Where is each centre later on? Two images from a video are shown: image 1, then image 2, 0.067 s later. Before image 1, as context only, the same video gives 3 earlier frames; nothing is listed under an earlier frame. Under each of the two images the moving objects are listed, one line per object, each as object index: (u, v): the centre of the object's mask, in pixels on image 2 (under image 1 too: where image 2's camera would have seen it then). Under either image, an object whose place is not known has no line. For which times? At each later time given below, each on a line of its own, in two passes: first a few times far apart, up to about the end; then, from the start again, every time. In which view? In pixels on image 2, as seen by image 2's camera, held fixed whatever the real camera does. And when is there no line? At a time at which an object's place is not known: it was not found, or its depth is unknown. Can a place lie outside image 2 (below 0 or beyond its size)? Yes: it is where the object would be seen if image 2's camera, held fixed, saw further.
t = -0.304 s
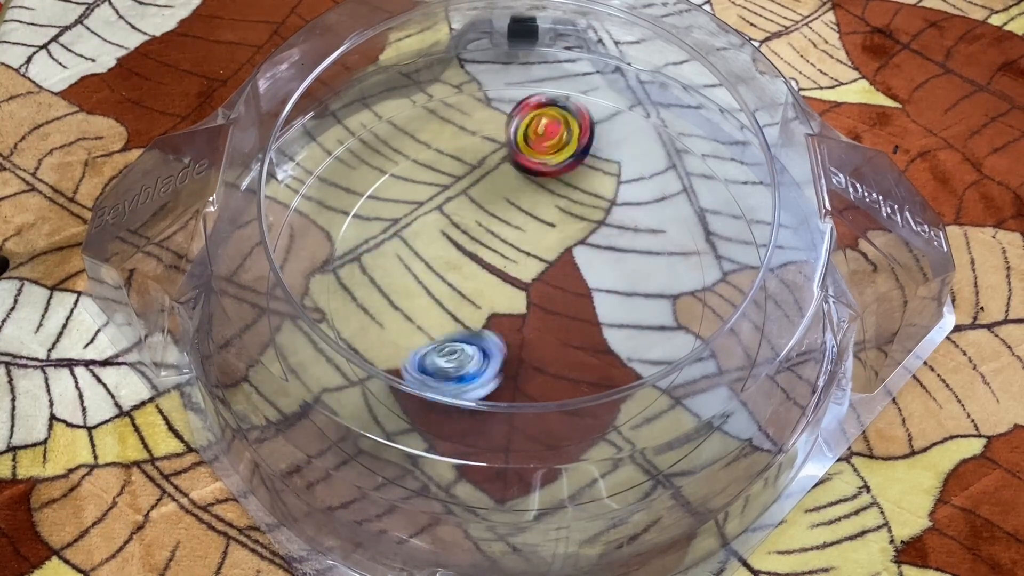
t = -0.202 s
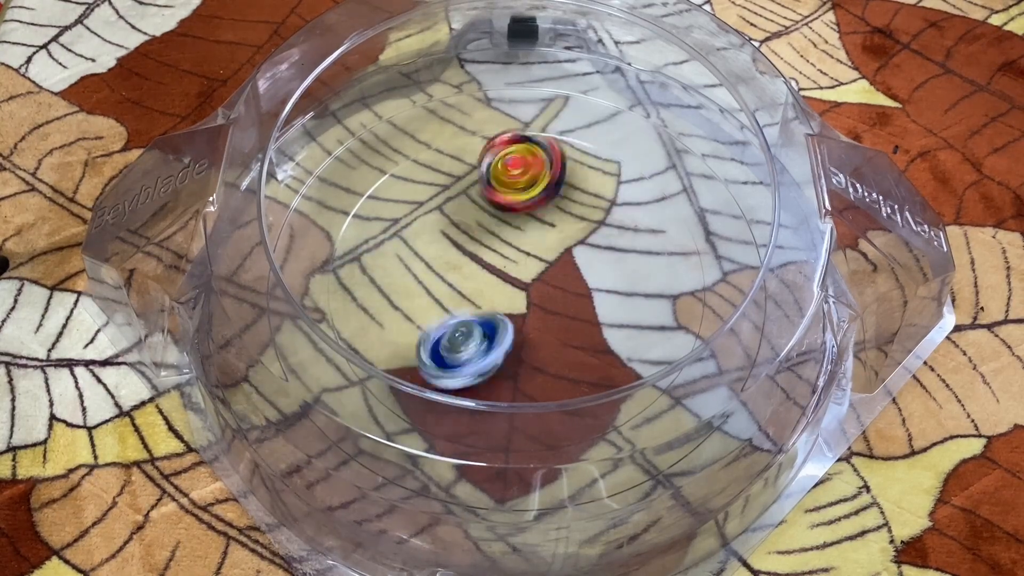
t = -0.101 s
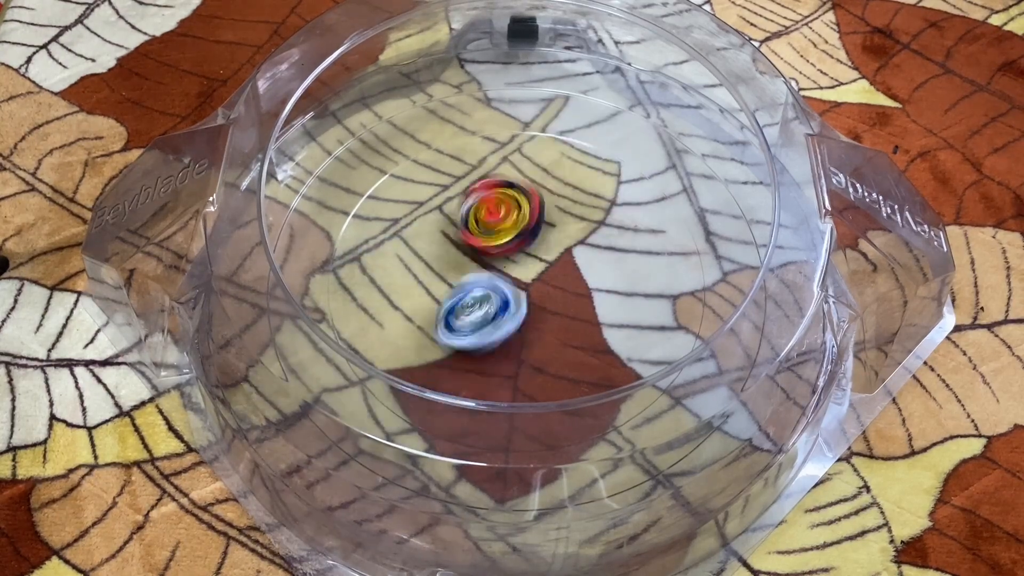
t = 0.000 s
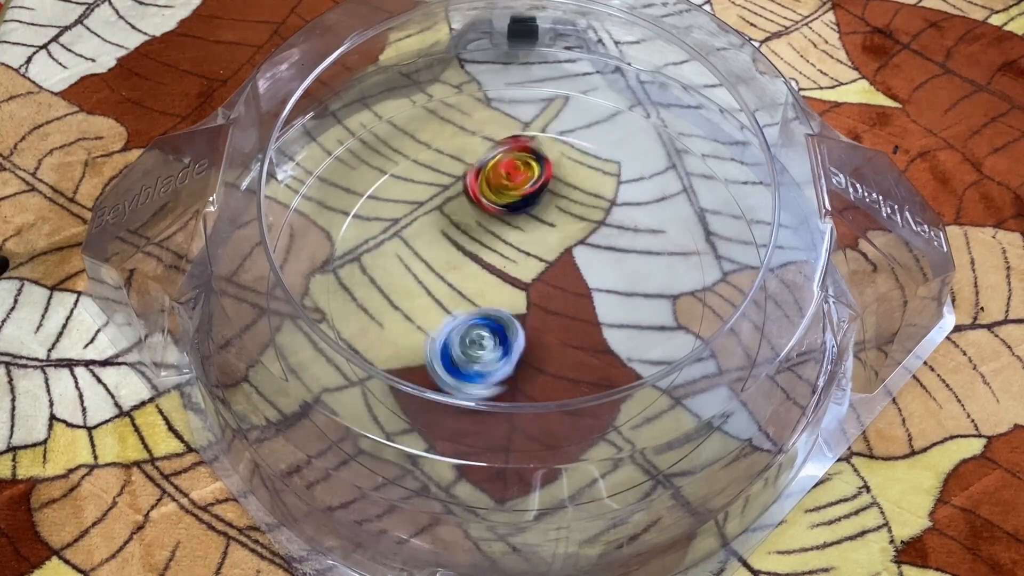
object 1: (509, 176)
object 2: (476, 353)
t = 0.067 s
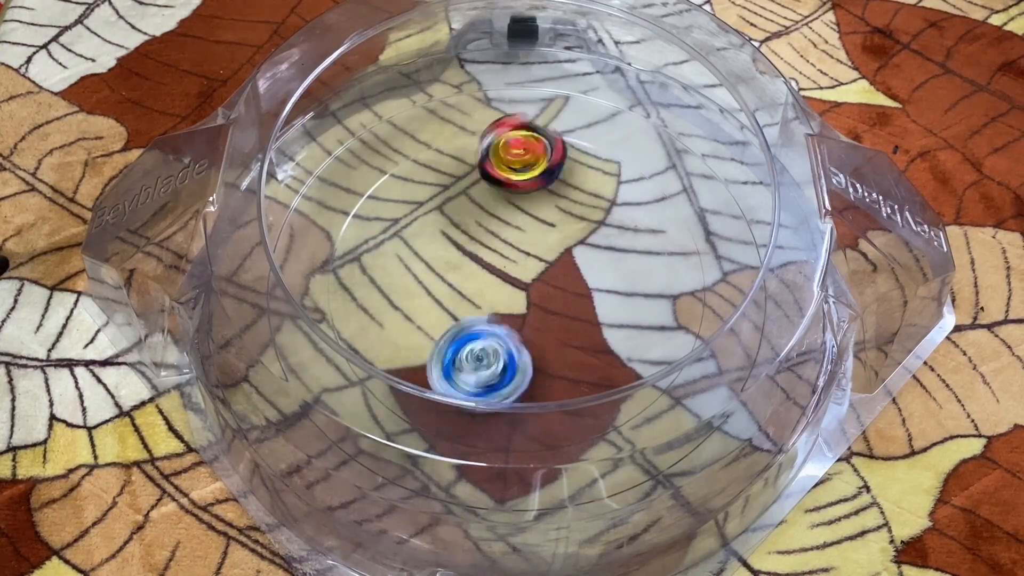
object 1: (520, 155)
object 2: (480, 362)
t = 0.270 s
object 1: (490, 189)
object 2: (474, 340)
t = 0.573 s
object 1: (481, 241)
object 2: (479, 333)
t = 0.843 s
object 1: (501, 247)
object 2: (490, 330)
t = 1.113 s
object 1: (531, 220)
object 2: (503, 314)
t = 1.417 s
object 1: (571, 226)
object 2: (479, 315)
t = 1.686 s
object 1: (573, 238)
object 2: (510, 321)
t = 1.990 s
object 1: (539, 234)
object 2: (510, 316)
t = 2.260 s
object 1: (482, 247)
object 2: (507, 318)
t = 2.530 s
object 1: (485, 246)
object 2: (525, 308)
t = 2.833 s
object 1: (487, 247)
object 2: (526, 308)
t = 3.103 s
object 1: (489, 249)
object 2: (519, 309)
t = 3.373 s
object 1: (489, 250)
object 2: (521, 309)
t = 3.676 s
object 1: (489, 250)
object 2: (521, 309)
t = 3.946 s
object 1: (489, 250)
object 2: (521, 309)
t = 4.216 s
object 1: (489, 250)
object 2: (521, 309)
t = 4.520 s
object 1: (489, 250)
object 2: (521, 309)
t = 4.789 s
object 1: (489, 250)
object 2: (521, 309)
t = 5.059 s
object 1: (489, 250)
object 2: (521, 309)
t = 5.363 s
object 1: (489, 250)
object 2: (521, 309)
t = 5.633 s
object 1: (489, 250)
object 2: (521, 309)
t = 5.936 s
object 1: (489, 250)
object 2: (521, 309)
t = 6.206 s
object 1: (489, 250)
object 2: (521, 309)
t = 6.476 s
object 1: (489, 250)
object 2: (521, 309)
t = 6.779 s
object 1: (489, 250)
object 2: (521, 309)
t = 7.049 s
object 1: (489, 250)
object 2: (521, 309)
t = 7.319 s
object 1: (489, 250)
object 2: (521, 309)
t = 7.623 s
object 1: (489, 250)
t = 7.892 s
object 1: (489, 250)
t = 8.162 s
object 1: (489, 250)
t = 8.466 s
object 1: (489, 250)
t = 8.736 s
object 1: (489, 250)
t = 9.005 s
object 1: (489, 250)
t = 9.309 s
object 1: (489, 250)
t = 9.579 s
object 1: (489, 250)
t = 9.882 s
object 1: (489, 250)
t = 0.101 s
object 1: (520, 154)
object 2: (486, 361)
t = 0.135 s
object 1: (517, 157)
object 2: (484, 361)
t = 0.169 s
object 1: (512, 163)
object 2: (477, 356)
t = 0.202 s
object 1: (503, 171)
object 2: (475, 349)
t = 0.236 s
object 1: (495, 180)
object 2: (476, 343)
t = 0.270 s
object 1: (490, 189)
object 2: (474, 340)
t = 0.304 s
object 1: (483, 200)
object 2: (470, 336)
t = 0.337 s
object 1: (478, 210)
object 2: (468, 329)
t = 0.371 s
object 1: (475, 221)
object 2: (468, 323)
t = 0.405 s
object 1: (470, 231)
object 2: (468, 319)
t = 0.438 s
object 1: (471, 234)
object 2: (469, 323)
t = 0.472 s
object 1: (471, 238)
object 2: (466, 321)
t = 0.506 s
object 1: (474, 238)
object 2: (469, 326)
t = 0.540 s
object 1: (478, 240)
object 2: (475, 330)
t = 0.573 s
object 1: (481, 241)
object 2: (479, 333)
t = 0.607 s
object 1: (482, 247)
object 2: (478, 333)
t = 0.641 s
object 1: (483, 247)
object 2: (477, 334)
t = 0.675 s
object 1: (482, 246)
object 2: (481, 337)
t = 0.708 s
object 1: (485, 246)
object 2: (487, 338)
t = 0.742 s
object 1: (486, 245)
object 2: (485, 335)
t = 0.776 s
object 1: (490, 246)
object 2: (485, 334)
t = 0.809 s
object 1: (495, 247)
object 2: (491, 331)
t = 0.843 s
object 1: (501, 247)
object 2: (490, 330)
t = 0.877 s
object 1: (510, 241)
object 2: (489, 332)
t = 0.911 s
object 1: (517, 231)
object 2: (498, 336)
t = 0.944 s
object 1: (521, 226)
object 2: (498, 339)
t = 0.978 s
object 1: (525, 223)
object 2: (500, 334)
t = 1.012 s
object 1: (526, 220)
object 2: (504, 330)
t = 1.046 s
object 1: (528, 218)
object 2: (499, 329)
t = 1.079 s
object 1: (529, 218)
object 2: (501, 318)
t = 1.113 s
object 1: (531, 220)
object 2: (503, 314)
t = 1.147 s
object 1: (531, 221)
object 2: (502, 303)
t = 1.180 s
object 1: (536, 221)
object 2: (503, 301)
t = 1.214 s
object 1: (540, 222)
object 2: (500, 304)
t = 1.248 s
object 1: (546, 225)
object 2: (499, 301)
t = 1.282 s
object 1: (552, 229)
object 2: (498, 303)
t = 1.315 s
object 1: (553, 233)
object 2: (497, 305)
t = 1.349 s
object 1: (554, 235)
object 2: (495, 302)
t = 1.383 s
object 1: (558, 233)
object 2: (493, 306)
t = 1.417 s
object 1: (571, 226)
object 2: (479, 315)
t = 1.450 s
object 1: (573, 223)
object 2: (477, 323)
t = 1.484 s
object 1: (576, 219)
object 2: (473, 325)
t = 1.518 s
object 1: (581, 220)
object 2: (481, 329)
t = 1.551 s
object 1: (582, 224)
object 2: (480, 328)
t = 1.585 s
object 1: (582, 228)
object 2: (489, 329)
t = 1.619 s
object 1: (580, 231)
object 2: (491, 327)
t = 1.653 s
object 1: (577, 234)
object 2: (499, 326)
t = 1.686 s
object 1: (573, 238)
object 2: (510, 321)
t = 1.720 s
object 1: (567, 242)
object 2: (514, 319)
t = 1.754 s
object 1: (563, 242)
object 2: (523, 315)
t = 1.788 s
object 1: (564, 238)
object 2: (519, 316)
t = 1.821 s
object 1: (563, 237)
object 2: (519, 318)
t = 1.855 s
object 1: (560, 239)
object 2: (519, 314)
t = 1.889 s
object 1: (554, 239)
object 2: (514, 312)
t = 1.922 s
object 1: (551, 236)
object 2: (511, 316)
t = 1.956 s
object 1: (546, 232)
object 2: (512, 315)
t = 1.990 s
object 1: (539, 234)
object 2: (510, 316)
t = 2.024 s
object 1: (531, 234)
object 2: (511, 316)
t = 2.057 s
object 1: (523, 237)
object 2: (512, 315)
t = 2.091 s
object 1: (514, 237)
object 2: (510, 318)
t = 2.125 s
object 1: (505, 240)
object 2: (507, 321)
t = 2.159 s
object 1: (499, 243)
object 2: (509, 321)
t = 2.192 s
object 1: (491, 244)
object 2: (510, 318)
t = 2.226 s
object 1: (485, 246)
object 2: (508, 318)
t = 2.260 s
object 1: (482, 247)
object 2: (507, 318)
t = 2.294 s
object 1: (482, 247)
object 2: (508, 318)
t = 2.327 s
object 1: (482, 246)
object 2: (510, 316)
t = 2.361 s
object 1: (484, 247)
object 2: (512, 314)
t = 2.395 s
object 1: (483, 245)
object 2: (519, 311)
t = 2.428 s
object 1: (482, 245)
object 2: (521, 310)
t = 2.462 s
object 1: (483, 245)
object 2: (523, 309)
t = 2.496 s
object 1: (484, 245)
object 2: (524, 309)
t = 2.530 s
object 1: (485, 246)
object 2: (525, 308)
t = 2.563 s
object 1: (486, 246)
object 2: (526, 308)
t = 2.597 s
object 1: (487, 247)
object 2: (527, 308)
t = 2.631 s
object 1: (487, 247)
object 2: (527, 308)
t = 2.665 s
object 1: (487, 248)
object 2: (527, 308)
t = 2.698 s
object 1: (487, 248)
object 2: (527, 308)
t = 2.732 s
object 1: (487, 248)
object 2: (527, 308)
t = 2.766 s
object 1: (487, 247)
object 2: (527, 308)
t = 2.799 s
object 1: (487, 248)
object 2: (526, 308)
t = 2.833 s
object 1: (487, 247)
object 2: (526, 308)
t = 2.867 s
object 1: (487, 248)
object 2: (525, 308)
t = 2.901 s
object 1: (487, 248)
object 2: (525, 308)
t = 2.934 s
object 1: (488, 248)
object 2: (524, 308)
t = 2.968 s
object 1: (488, 248)
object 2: (523, 308)
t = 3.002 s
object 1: (488, 248)
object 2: (521, 308)
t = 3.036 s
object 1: (488, 249)
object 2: (520, 308)
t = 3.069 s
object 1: (489, 249)
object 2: (519, 309)
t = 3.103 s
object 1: (489, 249)
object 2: (519, 309)
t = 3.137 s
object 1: (489, 249)
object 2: (519, 309)
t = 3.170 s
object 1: (489, 249)
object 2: (519, 309)
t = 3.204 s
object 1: (489, 249)
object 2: (520, 309)
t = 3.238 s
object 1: (489, 250)
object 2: (521, 309)
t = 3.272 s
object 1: (489, 250)
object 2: (521, 309)
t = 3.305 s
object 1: (489, 250)
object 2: (521, 309)
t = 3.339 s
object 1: (489, 250)
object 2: (521, 309)
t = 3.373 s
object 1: (489, 250)
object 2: (521, 309)
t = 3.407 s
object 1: (489, 250)
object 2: (521, 309)
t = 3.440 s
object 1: (489, 250)
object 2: (521, 309)
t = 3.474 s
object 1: (489, 250)
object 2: (521, 309)
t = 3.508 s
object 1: (489, 250)
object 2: (521, 309)
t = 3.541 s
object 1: (489, 250)
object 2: (521, 309)
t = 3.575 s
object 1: (489, 250)
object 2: (521, 309)
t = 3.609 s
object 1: (489, 250)
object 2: (521, 309)
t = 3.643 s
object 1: (489, 250)
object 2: (521, 309)
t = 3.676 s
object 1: (489, 250)
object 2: (521, 309)
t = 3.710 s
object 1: (489, 250)
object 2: (521, 309)
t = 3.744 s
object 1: (489, 250)
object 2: (521, 309)
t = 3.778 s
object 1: (489, 250)
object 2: (521, 309)
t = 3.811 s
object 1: (489, 250)
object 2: (521, 309)
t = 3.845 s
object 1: (489, 250)
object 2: (521, 309)
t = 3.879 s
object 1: (489, 250)
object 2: (521, 309)
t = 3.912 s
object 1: (489, 250)
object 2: (521, 309)
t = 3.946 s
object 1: (489, 250)
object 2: (521, 309)
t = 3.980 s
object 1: (489, 250)
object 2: (521, 309)
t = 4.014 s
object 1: (489, 250)
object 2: (521, 309)
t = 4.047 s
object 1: (489, 250)
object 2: (521, 309)
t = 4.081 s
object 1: (489, 250)
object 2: (521, 309)
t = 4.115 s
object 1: (489, 250)
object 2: (521, 309)
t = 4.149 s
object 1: (489, 250)
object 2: (521, 309)
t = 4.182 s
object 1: (489, 250)
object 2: (521, 309)
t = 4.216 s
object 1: (489, 250)
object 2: (521, 309)
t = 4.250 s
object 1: (489, 250)
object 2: (521, 309)
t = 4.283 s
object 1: (489, 250)
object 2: (521, 309)
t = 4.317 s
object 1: (489, 250)
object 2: (521, 309)
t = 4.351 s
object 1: (489, 250)
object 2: (521, 309)
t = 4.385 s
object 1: (489, 250)
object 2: (521, 309)
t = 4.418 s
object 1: (489, 250)
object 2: (521, 309)
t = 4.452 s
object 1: (489, 250)
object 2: (521, 309)
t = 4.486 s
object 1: (489, 250)
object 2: (521, 309)
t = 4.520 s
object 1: (489, 250)
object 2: (521, 309)
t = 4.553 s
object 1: (489, 250)
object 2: (521, 309)
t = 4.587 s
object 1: (489, 250)
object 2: (521, 309)
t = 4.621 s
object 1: (489, 250)
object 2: (521, 309)
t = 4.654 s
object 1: (489, 250)
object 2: (521, 309)
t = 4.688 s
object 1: (489, 250)
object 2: (521, 309)
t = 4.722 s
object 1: (489, 250)
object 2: (521, 309)
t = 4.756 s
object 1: (489, 250)
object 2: (521, 309)
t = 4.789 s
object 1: (489, 250)
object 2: (521, 309)
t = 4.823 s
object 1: (489, 250)
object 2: (521, 309)
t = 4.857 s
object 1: (489, 250)
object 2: (521, 309)
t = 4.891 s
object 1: (489, 250)
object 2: (521, 309)
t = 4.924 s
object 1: (489, 250)
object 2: (521, 309)
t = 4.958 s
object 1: (489, 250)
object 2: (521, 309)
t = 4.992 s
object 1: (489, 250)
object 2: (521, 309)
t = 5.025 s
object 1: (489, 250)
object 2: (521, 309)
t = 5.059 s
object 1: (489, 250)
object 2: (521, 309)
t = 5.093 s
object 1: (489, 250)
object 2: (521, 309)
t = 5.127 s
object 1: (489, 250)
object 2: (521, 309)
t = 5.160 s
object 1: (489, 250)
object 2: (521, 309)
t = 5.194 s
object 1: (489, 250)
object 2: (521, 309)
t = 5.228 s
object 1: (489, 250)
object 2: (521, 309)
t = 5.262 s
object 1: (489, 250)
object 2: (521, 309)
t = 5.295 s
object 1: (489, 250)
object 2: (521, 309)
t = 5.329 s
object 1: (489, 250)
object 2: (521, 309)
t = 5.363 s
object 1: (489, 250)
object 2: (521, 309)
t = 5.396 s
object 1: (489, 250)
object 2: (521, 309)
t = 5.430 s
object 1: (489, 250)
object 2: (521, 309)
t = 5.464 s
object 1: (489, 250)
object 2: (521, 309)
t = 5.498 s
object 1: (489, 250)
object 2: (521, 309)
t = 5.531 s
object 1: (489, 250)
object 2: (521, 309)
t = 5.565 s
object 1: (489, 250)
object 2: (521, 309)
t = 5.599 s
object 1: (489, 250)
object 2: (521, 309)
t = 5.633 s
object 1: (489, 250)
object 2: (521, 309)
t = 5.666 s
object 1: (489, 250)
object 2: (521, 309)
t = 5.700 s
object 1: (489, 250)
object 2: (521, 309)
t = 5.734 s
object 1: (489, 250)
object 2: (521, 309)
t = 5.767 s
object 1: (489, 250)
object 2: (521, 309)
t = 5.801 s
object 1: (489, 250)
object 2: (521, 309)
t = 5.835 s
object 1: (489, 250)
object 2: (521, 309)
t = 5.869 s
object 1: (489, 250)
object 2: (521, 309)
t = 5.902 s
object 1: (489, 250)
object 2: (521, 309)
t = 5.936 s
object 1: (489, 250)
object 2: (521, 309)
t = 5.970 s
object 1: (489, 250)
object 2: (521, 309)
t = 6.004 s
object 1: (489, 250)
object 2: (521, 309)
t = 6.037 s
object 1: (489, 250)
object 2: (521, 309)
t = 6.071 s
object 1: (489, 250)
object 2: (521, 309)
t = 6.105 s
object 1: (489, 250)
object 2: (521, 309)
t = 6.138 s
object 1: (489, 250)
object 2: (521, 309)
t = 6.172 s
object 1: (489, 250)
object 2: (521, 309)
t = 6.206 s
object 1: (489, 250)
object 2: (521, 309)
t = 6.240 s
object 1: (489, 250)
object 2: (521, 309)
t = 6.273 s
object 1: (489, 250)
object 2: (521, 309)
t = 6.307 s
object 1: (489, 250)
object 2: (521, 309)
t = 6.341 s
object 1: (489, 250)
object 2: (521, 309)
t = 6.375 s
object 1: (489, 250)
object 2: (521, 309)
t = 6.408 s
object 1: (489, 250)
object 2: (521, 309)
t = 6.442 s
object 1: (489, 250)
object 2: (521, 309)
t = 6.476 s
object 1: (489, 250)
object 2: (521, 309)
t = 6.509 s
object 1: (489, 250)
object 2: (521, 309)
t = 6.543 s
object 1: (489, 250)
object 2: (521, 309)
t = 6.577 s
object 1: (489, 250)
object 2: (521, 309)
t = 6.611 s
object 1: (489, 250)
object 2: (521, 309)
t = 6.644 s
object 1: (489, 250)
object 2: (521, 309)
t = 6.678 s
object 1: (489, 250)
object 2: (521, 309)
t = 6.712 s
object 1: (489, 250)
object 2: (521, 309)
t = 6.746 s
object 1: (489, 250)
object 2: (521, 309)
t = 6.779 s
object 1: (489, 250)
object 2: (521, 309)
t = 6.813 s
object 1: (489, 250)
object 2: (521, 309)
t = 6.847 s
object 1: (489, 250)
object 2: (521, 309)
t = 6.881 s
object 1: (489, 250)
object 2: (521, 309)
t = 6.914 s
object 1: (489, 250)
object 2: (521, 309)
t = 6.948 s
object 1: (489, 250)
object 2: (521, 309)
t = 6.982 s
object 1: (489, 250)
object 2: (521, 309)
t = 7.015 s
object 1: (489, 250)
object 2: (521, 309)
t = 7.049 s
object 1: (489, 250)
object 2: (521, 309)
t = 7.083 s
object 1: (489, 250)
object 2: (521, 309)
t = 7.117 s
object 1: (489, 250)
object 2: (521, 309)
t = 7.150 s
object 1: (489, 250)
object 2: (521, 309)
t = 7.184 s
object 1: (489, 250)
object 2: (521, 309)
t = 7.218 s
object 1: (489, 250)
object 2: (521, 309)
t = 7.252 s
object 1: (489, 250)
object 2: (521, 309)
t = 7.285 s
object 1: (489, 250)
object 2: (521, 309)
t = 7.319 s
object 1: (489, 250)
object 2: (521, 309)
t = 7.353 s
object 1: (489, 250)
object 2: (521, 309)
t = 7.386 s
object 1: (489, 250)
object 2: (521, 309)
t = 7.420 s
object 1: (489, 250)
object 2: (521, 309)
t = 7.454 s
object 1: (489, 250)
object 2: (521, 309)
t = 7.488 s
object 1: (489, 250)
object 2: (521, 309)
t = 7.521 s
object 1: (489, 250)
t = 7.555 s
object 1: (489, 250)
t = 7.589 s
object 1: (489, 250)
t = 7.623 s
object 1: (489, 250)
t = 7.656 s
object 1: (489, 250)
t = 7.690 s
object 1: (489, 250)
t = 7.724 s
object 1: (489, 250)
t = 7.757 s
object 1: (489, 250)
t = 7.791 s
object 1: (489, 250)
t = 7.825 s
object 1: (489, 250)
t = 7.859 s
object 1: (489, 250)
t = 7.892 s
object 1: (489, 250)
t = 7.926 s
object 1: (489, 250)
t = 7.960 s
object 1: (489, 250)
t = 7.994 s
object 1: (489, 250)
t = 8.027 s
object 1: (489, 250)
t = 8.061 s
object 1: (489, 250)
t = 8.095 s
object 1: (489, 250)
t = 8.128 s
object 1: (489, 250)
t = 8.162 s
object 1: (489, 250)
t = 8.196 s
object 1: (489, 250)
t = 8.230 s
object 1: (489, 250)
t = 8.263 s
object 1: (489, 250)
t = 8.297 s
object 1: (489, 250)
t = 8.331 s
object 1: (489, 250)
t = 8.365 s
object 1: (489, 250)
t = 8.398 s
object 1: (489, 250)
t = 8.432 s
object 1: (489, 250)
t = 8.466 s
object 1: (489, 250)
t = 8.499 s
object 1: (489, 250)
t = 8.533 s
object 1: (489, 250)
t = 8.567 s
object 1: (489, 250)
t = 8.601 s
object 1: (489, 250)
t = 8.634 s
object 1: (489, 250)
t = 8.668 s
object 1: (489, 250)
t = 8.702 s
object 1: (489, 250)
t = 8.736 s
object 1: (489, 250)
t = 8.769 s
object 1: (489, 250)
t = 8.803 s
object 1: (489, 250)
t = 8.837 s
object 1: (489, 250)
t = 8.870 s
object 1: (489, 250)
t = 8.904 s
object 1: (489, 250)
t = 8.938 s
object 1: (489, 250)
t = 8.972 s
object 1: (489, 250)
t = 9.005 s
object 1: (489, 250)
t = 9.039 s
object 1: (489, 250)
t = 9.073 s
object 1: (489, 250)
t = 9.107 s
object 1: (489, 250)
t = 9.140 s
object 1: (489, 250)
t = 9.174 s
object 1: (489, 250)
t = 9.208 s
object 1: (489, 250)
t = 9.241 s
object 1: (489, 250)
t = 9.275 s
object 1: (489, 250)
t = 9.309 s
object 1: (489, 250)
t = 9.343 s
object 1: (489, 250)
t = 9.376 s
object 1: (489, 250)
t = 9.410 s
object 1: (489, 250)
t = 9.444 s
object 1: (489, 250)
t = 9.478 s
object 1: (489, 250)
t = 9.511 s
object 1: (489, 250)
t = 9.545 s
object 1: (489, 250)
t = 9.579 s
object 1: (489, 250)
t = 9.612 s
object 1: (489, 250)
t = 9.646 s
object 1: (489, 250)
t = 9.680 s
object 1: (489, 250)
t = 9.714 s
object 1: (489, 250)
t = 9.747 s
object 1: (489, 250)
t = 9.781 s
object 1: (489, 250)
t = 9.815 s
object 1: (489, 250)
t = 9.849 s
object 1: (489, 250)
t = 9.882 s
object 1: (489, 250)
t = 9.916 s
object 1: (489, 250)
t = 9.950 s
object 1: (489, 250)
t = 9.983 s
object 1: (489, 250)
